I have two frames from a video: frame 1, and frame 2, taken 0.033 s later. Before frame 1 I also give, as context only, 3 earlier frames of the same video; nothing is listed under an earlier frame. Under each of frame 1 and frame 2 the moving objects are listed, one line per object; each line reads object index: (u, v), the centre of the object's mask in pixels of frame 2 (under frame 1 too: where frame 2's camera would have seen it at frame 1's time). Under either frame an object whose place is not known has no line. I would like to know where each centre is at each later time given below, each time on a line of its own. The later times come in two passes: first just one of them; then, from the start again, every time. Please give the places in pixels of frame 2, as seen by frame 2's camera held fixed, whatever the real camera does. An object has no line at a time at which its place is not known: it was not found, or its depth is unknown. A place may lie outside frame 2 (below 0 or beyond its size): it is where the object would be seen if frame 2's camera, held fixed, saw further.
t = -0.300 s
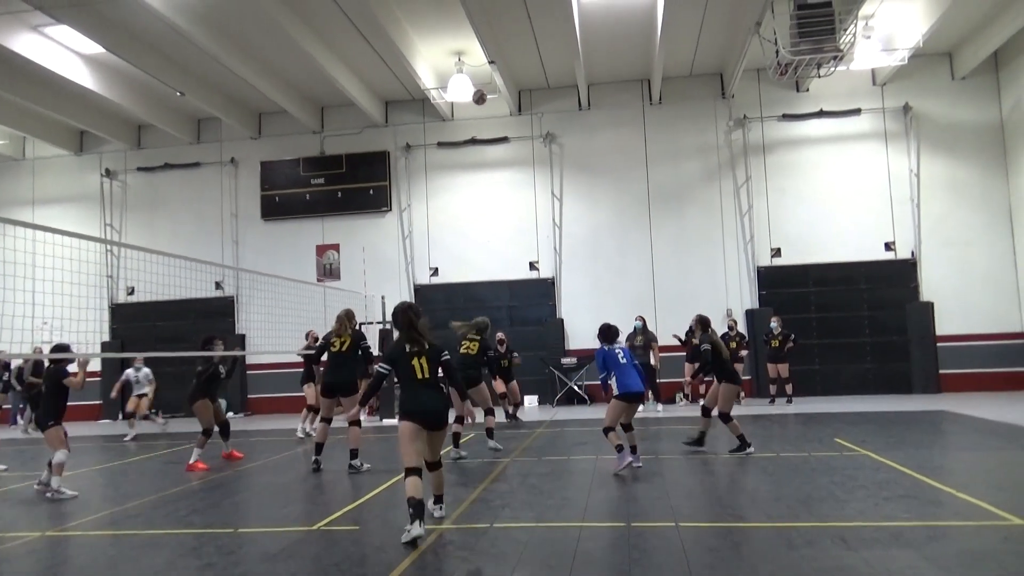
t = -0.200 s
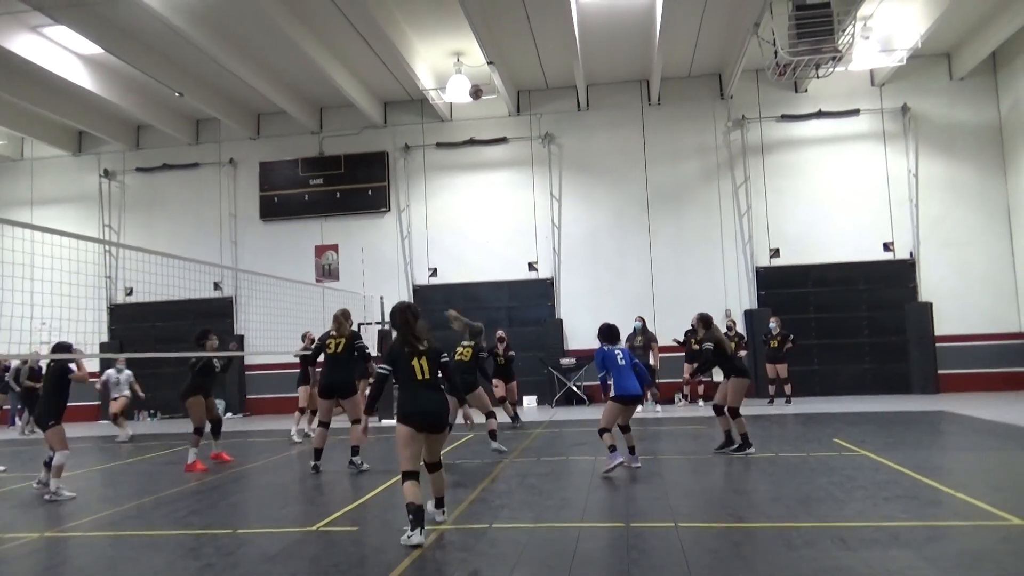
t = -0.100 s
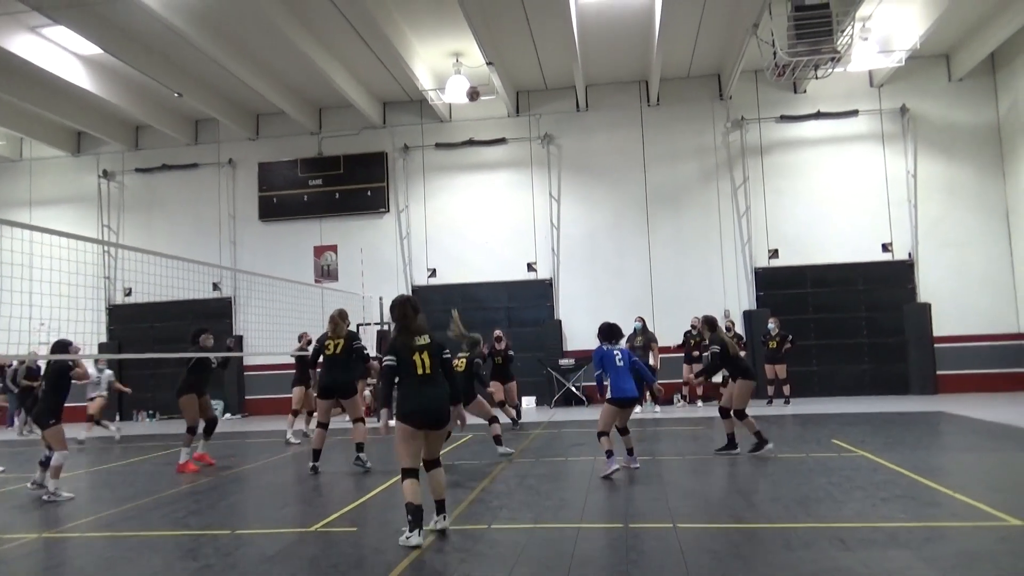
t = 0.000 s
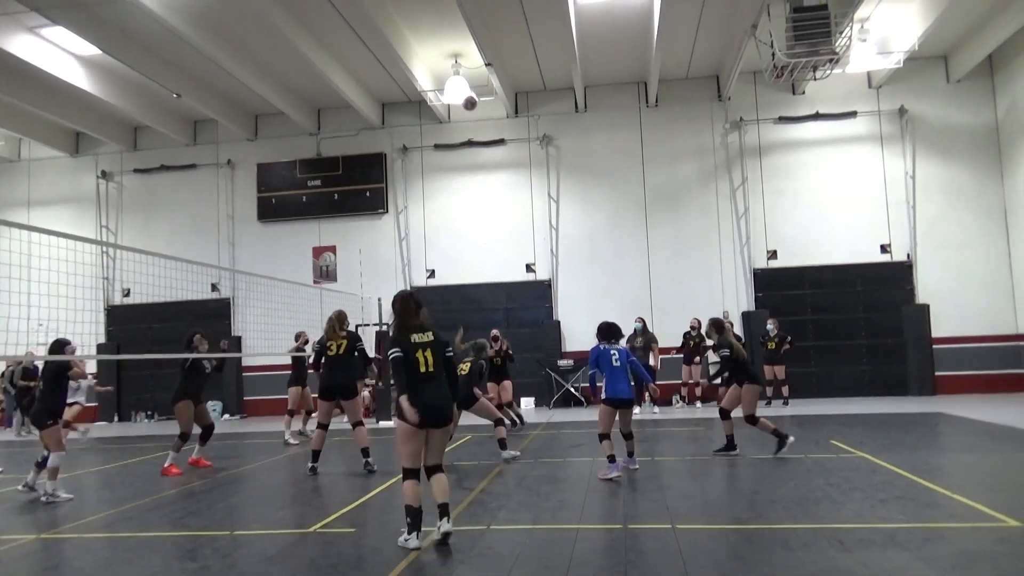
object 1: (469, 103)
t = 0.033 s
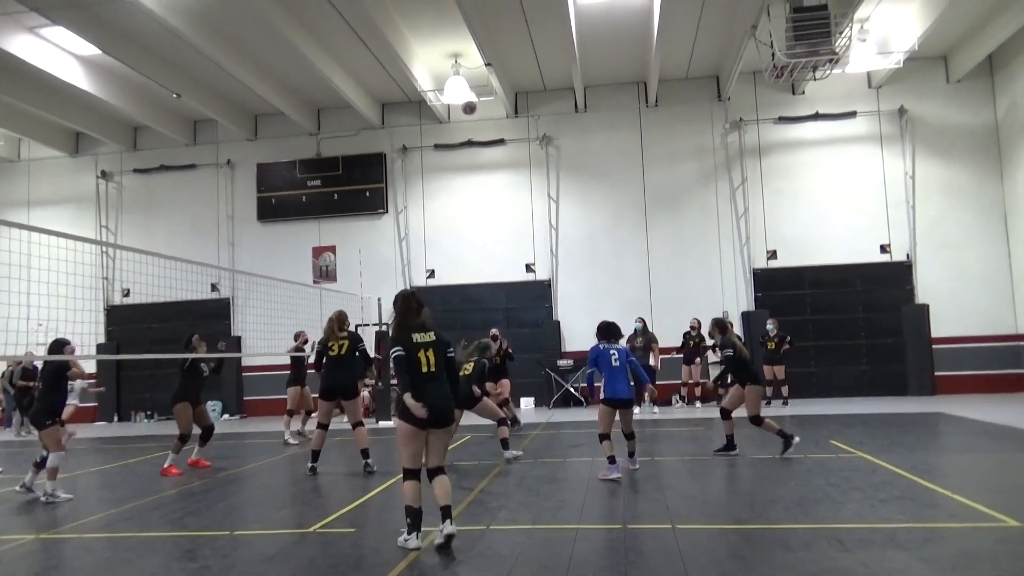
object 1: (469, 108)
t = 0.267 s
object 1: (466, 158)
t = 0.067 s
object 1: (468, 112)
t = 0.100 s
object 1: (467, 118)
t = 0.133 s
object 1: (467, 125)
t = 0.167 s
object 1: (467, 133)
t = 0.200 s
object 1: (467, 140)
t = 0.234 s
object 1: (466, 148)
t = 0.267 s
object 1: (466, 158)
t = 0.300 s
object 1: (466, 168)
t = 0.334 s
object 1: (465, 179)
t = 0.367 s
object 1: (465, 191)
